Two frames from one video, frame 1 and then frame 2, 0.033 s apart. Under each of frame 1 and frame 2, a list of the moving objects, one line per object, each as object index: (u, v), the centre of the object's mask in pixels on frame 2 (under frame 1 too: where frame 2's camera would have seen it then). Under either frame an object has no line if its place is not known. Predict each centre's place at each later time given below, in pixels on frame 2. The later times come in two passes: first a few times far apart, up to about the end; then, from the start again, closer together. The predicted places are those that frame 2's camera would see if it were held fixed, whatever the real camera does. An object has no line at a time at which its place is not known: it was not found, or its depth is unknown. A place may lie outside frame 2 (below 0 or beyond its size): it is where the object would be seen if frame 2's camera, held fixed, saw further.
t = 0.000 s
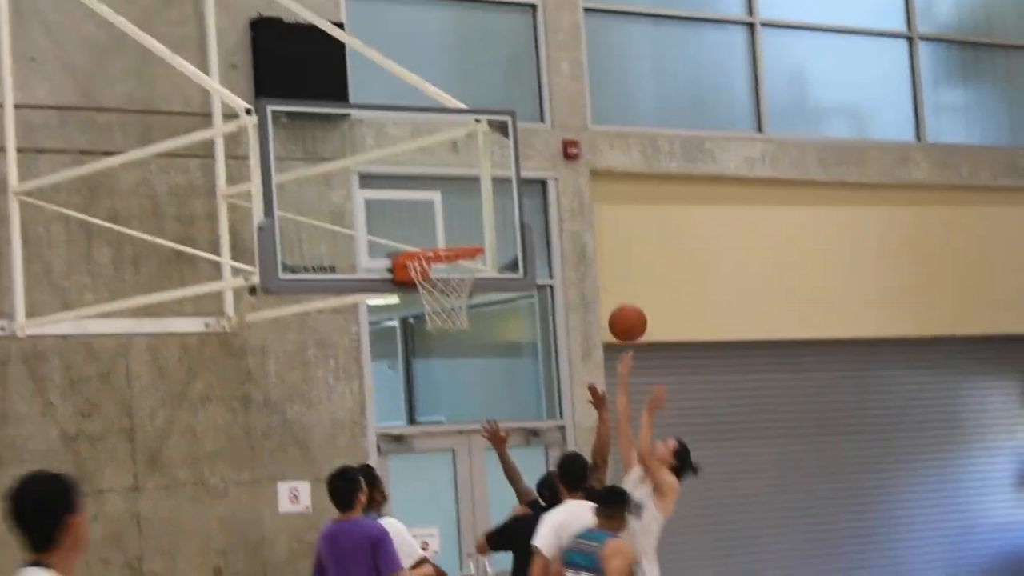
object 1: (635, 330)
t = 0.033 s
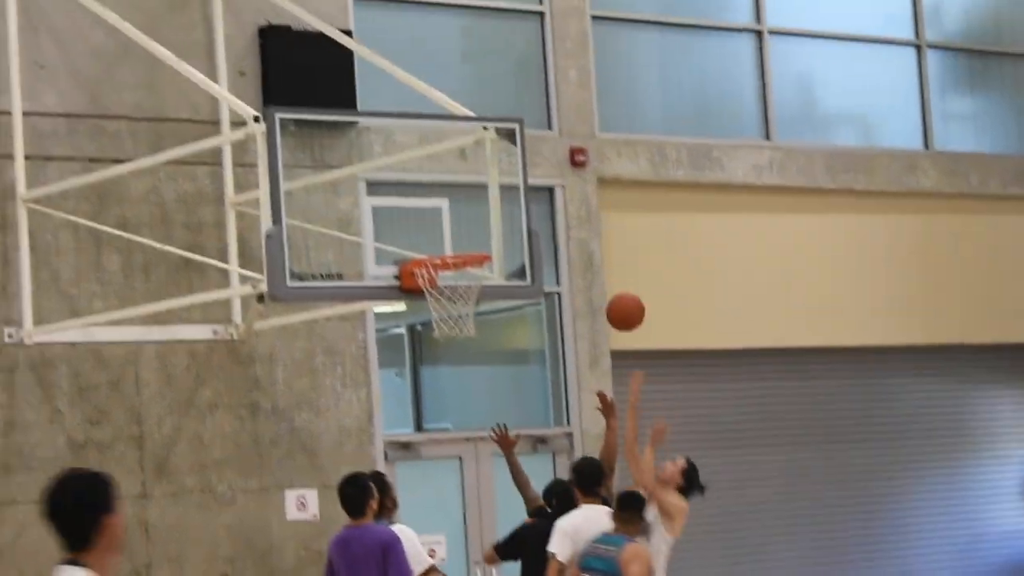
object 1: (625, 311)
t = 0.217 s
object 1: (572, 236)
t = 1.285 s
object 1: (444, 309)
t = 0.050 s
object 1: (619, 302)
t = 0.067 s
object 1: (614, 293)
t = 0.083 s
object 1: (609, 285)
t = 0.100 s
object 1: (605, 278)
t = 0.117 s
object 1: (600, 270)
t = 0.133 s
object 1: (596, 263)
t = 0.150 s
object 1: (591, 257)
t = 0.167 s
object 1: (586, 251)
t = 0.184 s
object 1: (581, 246)
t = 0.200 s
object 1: (576, 242)
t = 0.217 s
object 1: (572, 236)
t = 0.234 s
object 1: (567, 232)
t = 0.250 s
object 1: (562, 228)
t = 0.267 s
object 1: (557, 225)
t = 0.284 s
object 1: (552, 222)
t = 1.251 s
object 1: (437, 300)
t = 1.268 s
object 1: (441, 305)
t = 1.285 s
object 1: (444, 309)
